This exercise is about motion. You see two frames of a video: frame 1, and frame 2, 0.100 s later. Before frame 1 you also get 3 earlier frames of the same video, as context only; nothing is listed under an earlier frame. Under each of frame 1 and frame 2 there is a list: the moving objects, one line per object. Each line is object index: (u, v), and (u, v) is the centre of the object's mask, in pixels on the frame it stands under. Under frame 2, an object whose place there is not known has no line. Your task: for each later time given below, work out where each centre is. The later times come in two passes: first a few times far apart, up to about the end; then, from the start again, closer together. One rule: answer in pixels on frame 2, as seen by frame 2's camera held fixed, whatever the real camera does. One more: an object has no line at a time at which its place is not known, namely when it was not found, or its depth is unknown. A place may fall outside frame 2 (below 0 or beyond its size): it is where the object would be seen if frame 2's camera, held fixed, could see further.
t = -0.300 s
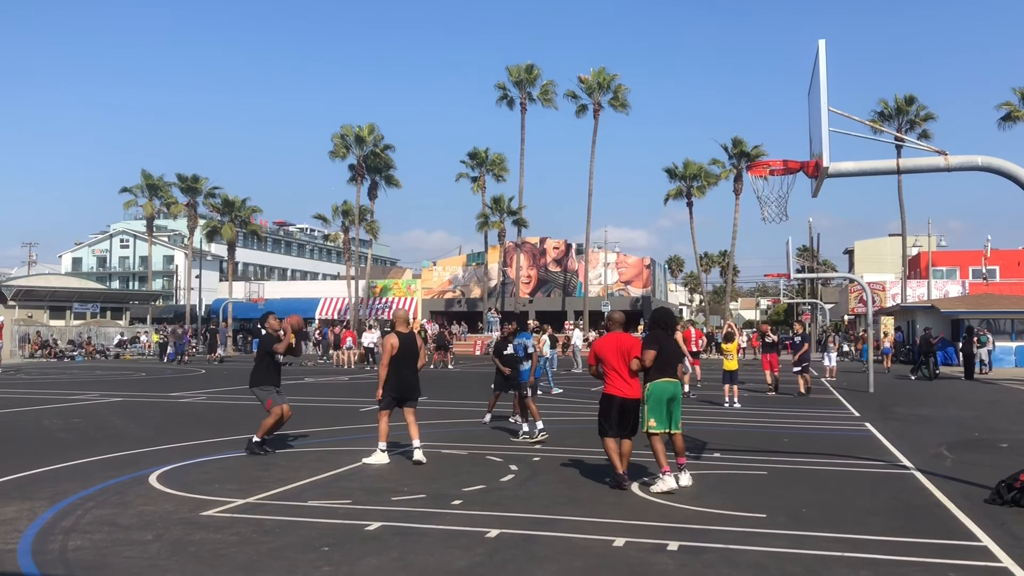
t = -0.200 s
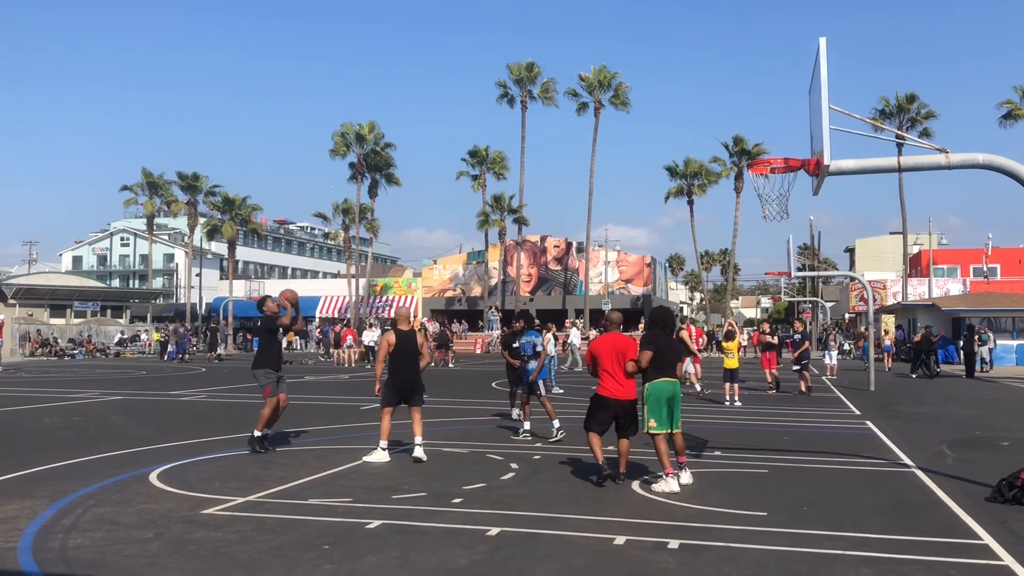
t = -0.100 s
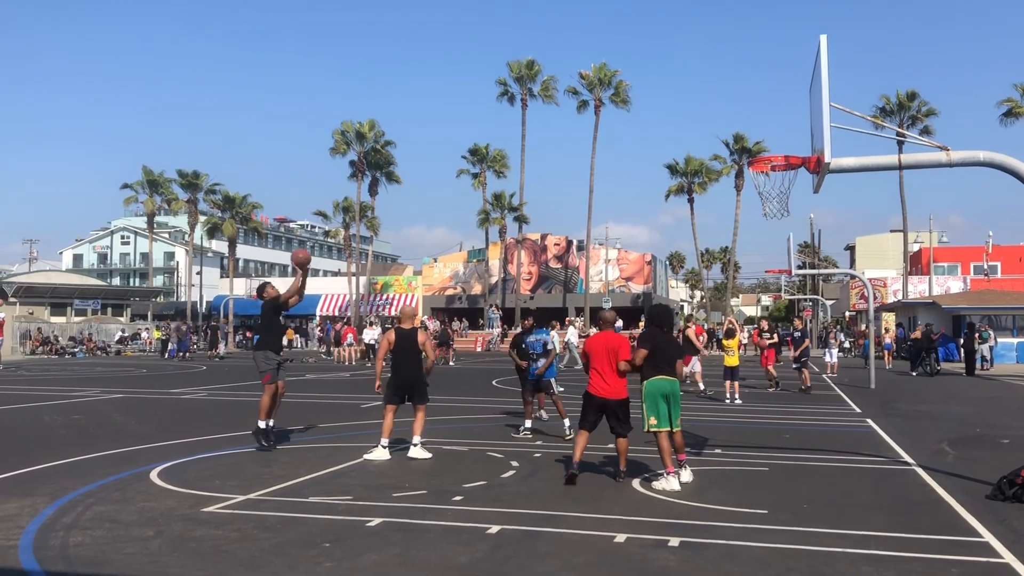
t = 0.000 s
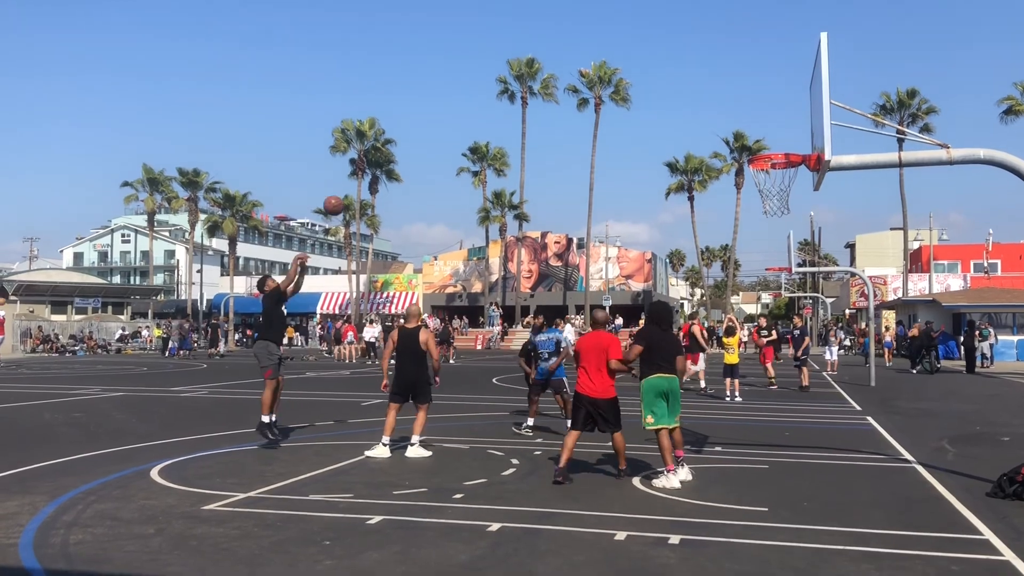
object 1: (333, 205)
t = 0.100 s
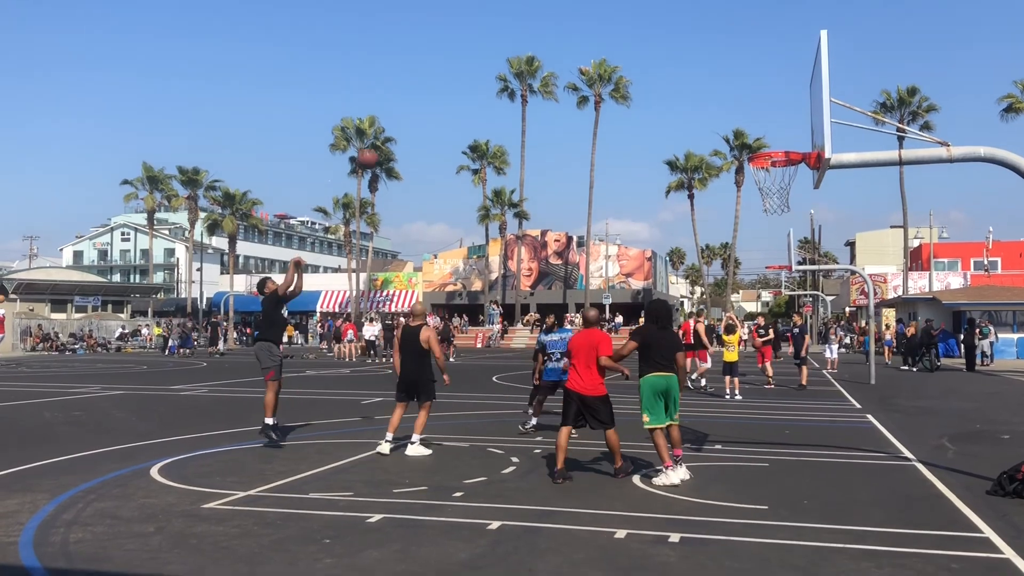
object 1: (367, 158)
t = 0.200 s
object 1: (403, 120)
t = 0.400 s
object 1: (478, 64)
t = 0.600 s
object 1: (559, 41)
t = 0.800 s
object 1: (648, 55)
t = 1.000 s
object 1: (749, 111)
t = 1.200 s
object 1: (797, 95)
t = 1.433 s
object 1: (759, 70)
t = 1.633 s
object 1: (728, 97)
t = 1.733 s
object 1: (712, 127)
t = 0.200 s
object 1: (403, 120)
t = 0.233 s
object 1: (415, 109)
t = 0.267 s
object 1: (427, 98)
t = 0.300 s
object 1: (439, 89)
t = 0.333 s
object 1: (452, 80)
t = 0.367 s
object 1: (465, 72)
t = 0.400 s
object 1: (478, 64)
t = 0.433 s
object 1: (491, 58)
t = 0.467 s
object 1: (504, 53)
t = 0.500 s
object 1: (517, 49)
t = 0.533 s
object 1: (531, 45)
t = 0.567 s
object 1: (545, 42)
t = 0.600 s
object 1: (559, 41)
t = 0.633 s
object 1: (573, 41)
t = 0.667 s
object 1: (588, 41)
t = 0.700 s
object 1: (602, 43)
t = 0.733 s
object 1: (618, 46)
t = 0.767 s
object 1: (633, 50)
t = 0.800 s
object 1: (648, 55)
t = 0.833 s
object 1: (664, 61)
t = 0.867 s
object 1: (680, 68)
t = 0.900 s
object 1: (697, 77)
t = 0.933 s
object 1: (714, 87)
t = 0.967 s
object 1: (731, 99)
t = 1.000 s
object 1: (749, 111)
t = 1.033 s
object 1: (766, 126)
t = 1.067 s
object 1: (783, 140)
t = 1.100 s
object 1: (792, 127)
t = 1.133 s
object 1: (802, 114)
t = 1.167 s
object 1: (803, 104)
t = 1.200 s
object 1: (797, 95)
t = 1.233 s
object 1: (792, 88)
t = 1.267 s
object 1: (786, 82)
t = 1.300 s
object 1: (781, 77)
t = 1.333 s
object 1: (776, 73)
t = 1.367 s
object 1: (770, 71)
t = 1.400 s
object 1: (765, 70)
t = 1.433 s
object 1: (759, 70)
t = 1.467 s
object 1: (754, 71)
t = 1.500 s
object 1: (749, 74)
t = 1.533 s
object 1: (744, 78)
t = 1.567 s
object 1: (738, 83)
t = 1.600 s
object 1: (733, 89)
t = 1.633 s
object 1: (728, 97)
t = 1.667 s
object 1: (722, 106)
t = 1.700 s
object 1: (717, 116)
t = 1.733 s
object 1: (712, 127)
